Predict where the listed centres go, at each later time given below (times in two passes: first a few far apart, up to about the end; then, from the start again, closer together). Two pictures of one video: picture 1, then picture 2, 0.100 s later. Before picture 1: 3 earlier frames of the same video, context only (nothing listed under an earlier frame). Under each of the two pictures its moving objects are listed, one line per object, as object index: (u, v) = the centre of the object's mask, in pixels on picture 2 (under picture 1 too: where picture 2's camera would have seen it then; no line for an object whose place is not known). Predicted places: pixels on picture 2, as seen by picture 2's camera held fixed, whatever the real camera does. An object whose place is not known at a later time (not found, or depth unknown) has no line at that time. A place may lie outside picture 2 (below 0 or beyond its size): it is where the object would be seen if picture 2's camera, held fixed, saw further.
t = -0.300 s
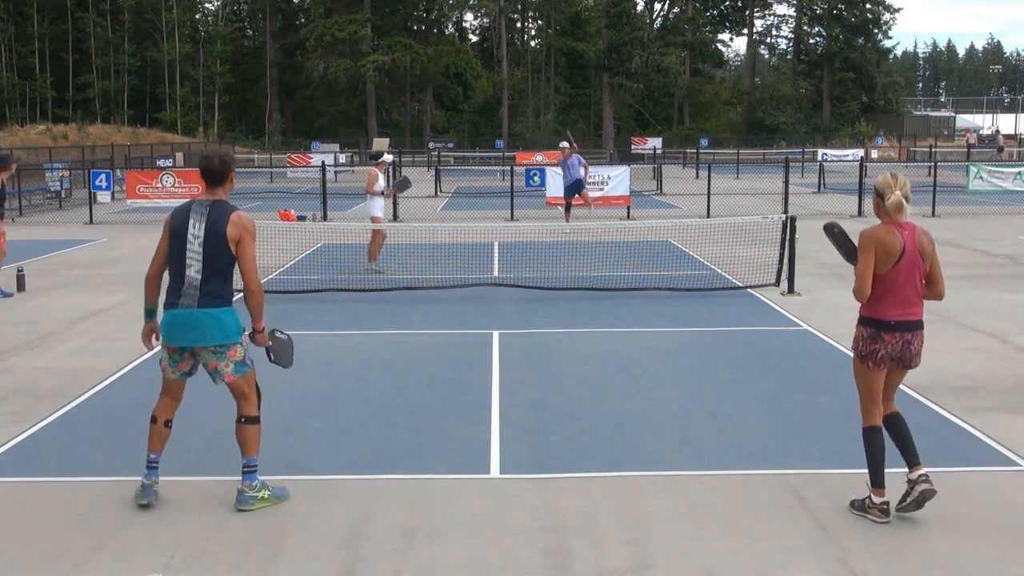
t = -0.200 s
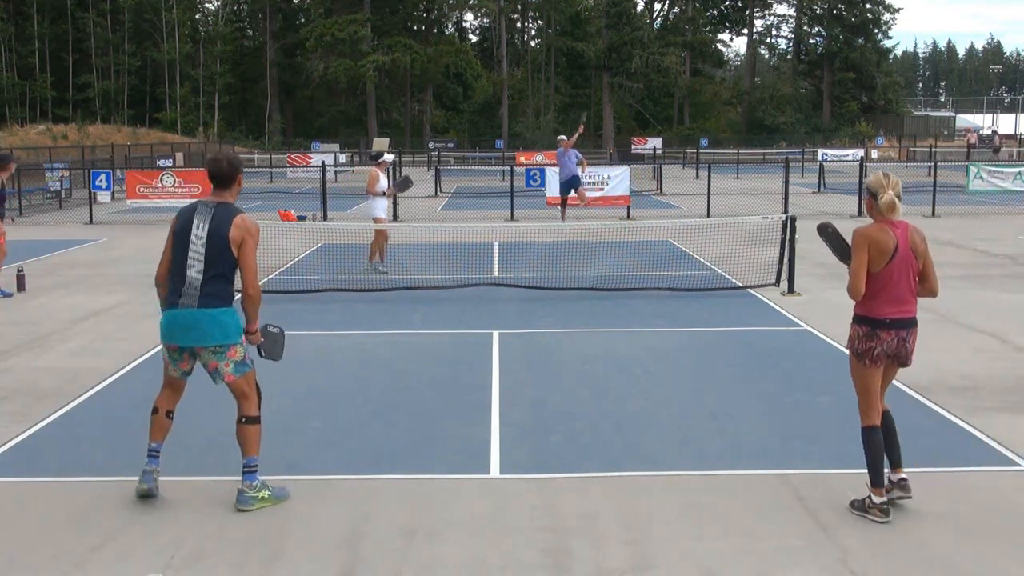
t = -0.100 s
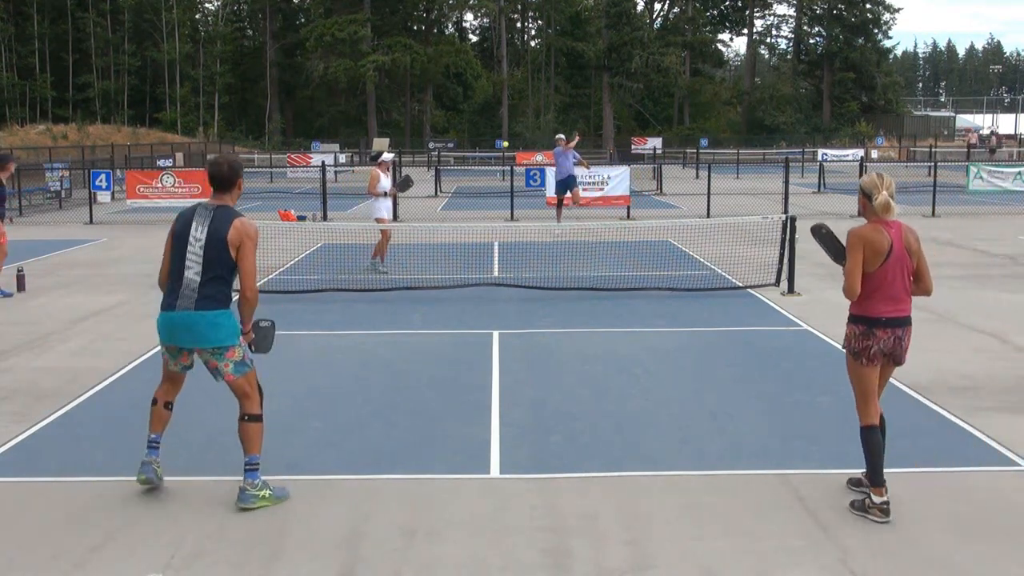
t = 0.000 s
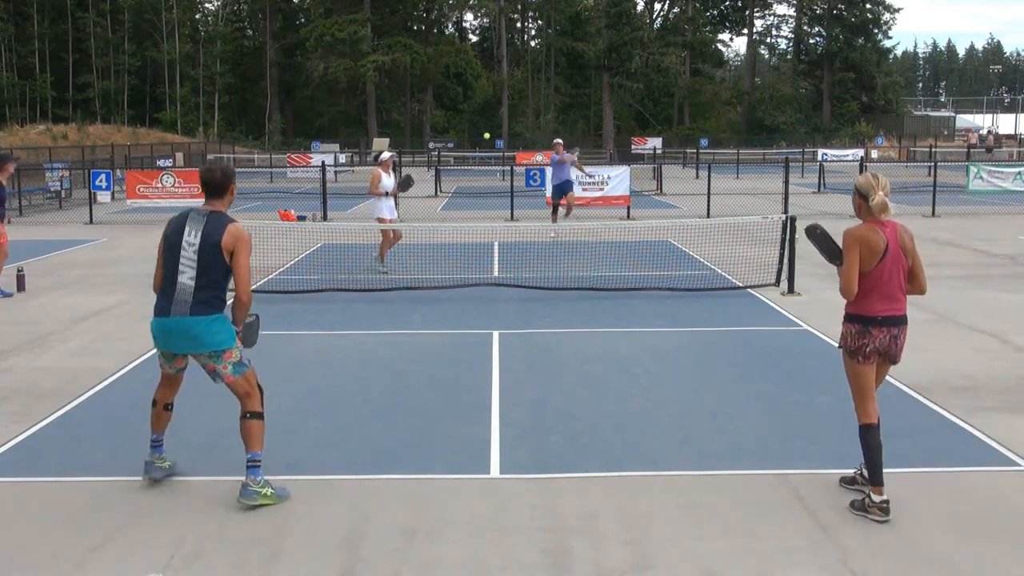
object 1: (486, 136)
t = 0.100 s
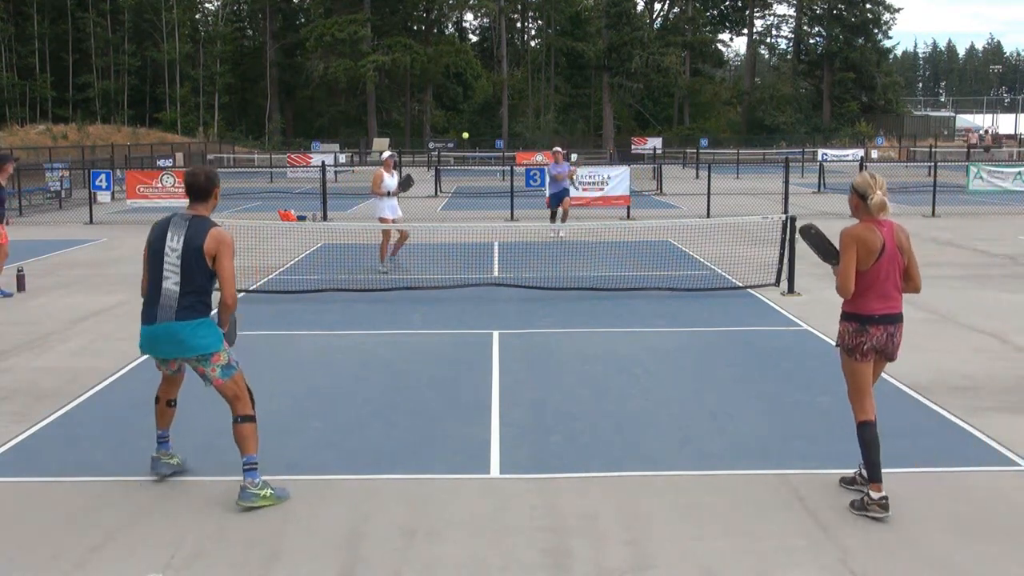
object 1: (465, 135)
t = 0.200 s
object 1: (440, 145)
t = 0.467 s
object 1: (352, 232)
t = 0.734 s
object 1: (234, 383)
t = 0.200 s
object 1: (440, 145)
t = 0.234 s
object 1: (431, 150)
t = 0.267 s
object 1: (421, 157)
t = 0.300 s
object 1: (411, 165)
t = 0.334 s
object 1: (400, 175)
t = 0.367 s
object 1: (388, 187)
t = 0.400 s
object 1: (377, 200)
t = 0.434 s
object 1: (364, 215)
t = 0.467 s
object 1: (352, 232)
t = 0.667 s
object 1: (261, 385)
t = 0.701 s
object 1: (246, 396)
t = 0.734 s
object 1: (234, 383)
